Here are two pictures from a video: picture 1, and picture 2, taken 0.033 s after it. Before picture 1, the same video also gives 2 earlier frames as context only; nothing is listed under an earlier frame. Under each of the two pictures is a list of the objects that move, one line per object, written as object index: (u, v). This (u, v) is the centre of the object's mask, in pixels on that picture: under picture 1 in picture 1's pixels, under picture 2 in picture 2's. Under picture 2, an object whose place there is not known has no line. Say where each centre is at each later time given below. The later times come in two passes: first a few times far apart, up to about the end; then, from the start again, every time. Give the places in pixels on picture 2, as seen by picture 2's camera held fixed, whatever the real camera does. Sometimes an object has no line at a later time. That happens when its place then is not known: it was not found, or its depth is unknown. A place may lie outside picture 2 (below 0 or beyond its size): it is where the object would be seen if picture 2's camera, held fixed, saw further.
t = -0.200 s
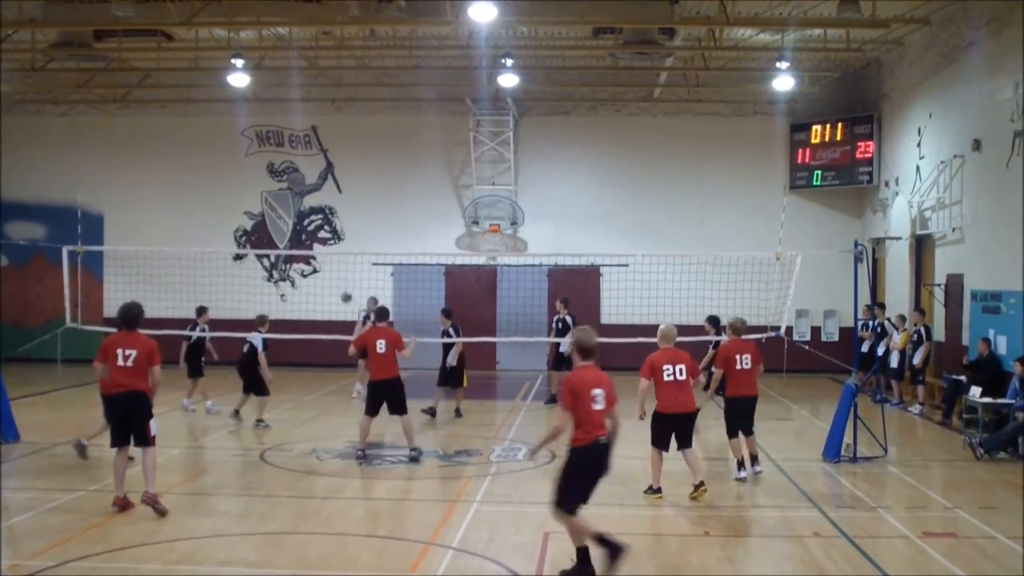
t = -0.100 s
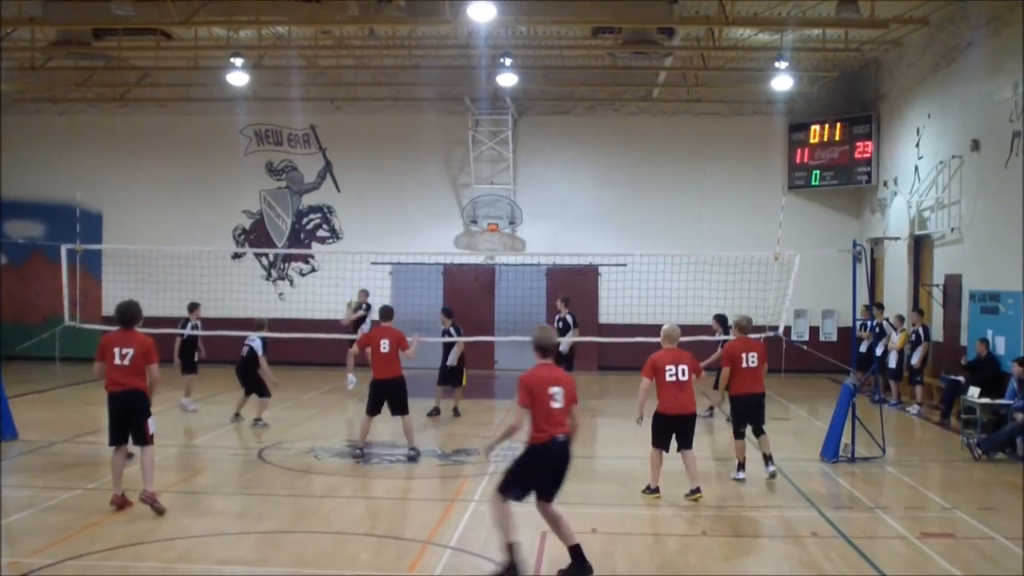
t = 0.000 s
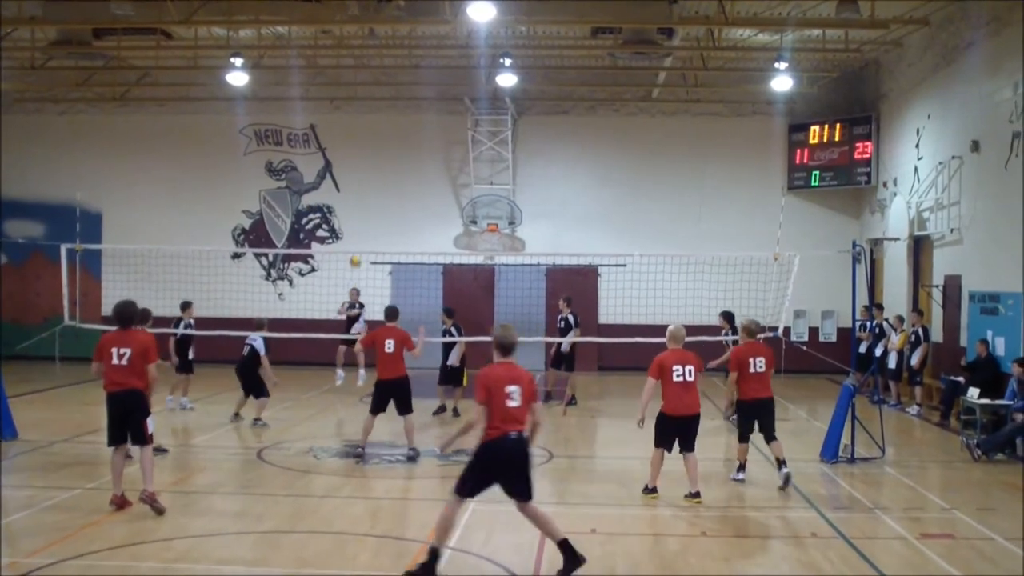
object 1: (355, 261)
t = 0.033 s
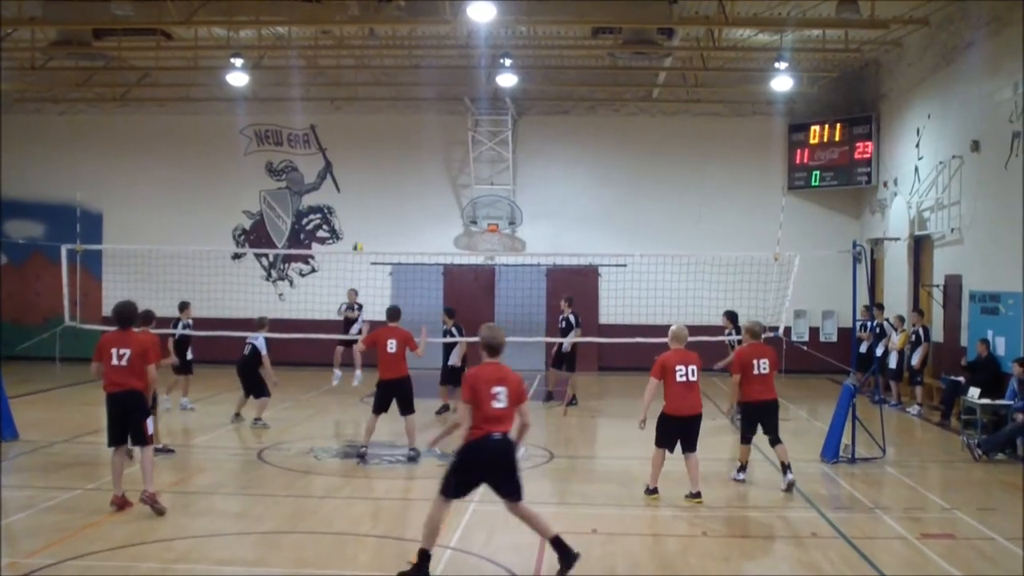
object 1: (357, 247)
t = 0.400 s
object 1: (376, 138)
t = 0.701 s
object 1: (391, 103)
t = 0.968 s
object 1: (405, 116)
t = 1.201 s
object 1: (416, 164)
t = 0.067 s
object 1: (358, 235)
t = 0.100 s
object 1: (359, 223)
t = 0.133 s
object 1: (360, 211)
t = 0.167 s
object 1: (363, 200)
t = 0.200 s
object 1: (366, 188)
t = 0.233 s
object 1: (367, 179)
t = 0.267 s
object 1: (369, 168)
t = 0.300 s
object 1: (371, 160)
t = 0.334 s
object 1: (373, 152)
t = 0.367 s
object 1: (374, 144)
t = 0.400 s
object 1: (376, 138)
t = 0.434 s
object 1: (378, 132)
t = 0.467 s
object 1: (379, 126)
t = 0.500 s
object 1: (382, 121)
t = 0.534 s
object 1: (384, 115)
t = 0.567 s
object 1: (385, 112)
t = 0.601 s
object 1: (387, 109)
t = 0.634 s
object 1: (388, 106)
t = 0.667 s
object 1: (390, 104)
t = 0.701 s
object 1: (391, 103)
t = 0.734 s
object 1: (393, 103)
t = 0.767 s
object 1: (395, 103)
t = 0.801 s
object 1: (396, 102)
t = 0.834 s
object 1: (398, 104)
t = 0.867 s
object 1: (400, 106)
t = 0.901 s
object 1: (402, 108)
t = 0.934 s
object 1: (404, 112)
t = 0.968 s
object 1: (405, 116)
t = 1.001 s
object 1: (407, 121)
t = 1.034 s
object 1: (408, 126)
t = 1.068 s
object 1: (410, 132)
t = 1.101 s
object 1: (412, 139)
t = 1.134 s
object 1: (413, 146)
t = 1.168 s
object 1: (415, 155)
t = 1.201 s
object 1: (416, 164)
